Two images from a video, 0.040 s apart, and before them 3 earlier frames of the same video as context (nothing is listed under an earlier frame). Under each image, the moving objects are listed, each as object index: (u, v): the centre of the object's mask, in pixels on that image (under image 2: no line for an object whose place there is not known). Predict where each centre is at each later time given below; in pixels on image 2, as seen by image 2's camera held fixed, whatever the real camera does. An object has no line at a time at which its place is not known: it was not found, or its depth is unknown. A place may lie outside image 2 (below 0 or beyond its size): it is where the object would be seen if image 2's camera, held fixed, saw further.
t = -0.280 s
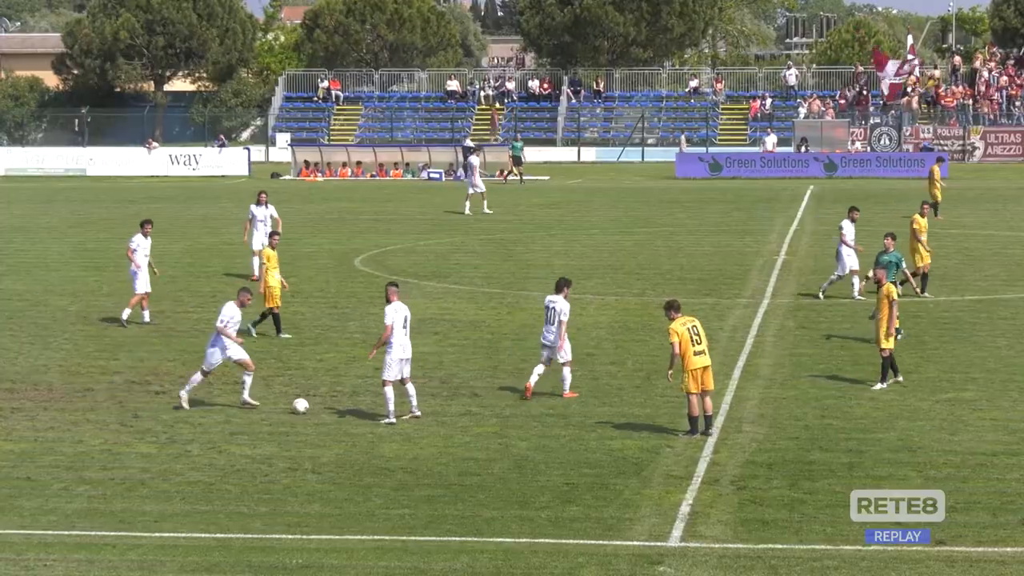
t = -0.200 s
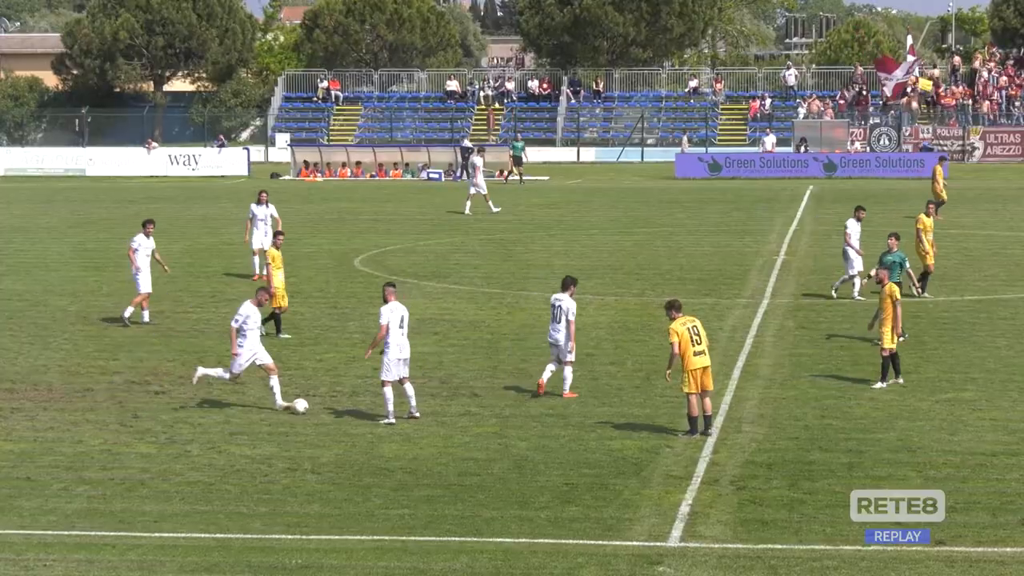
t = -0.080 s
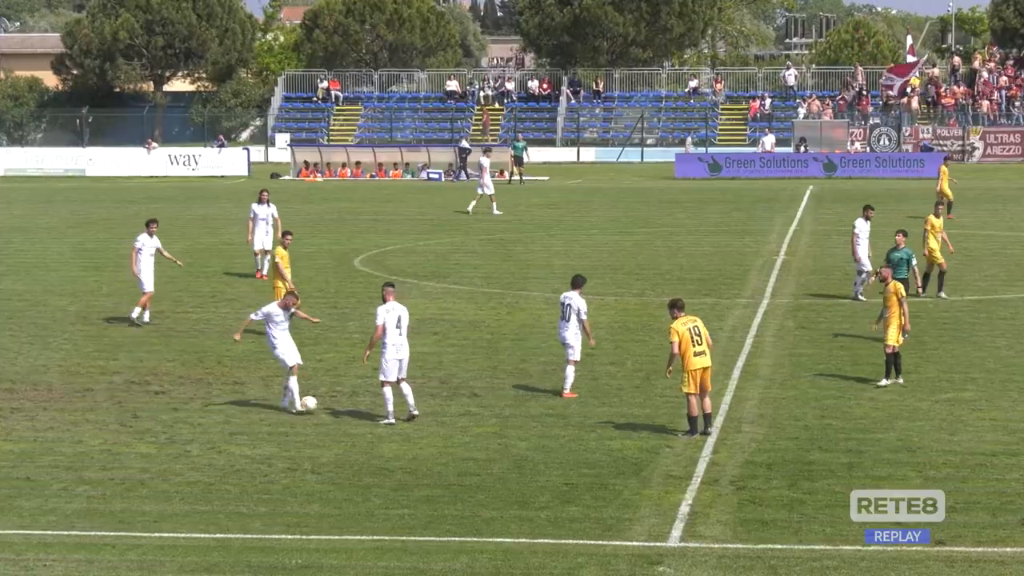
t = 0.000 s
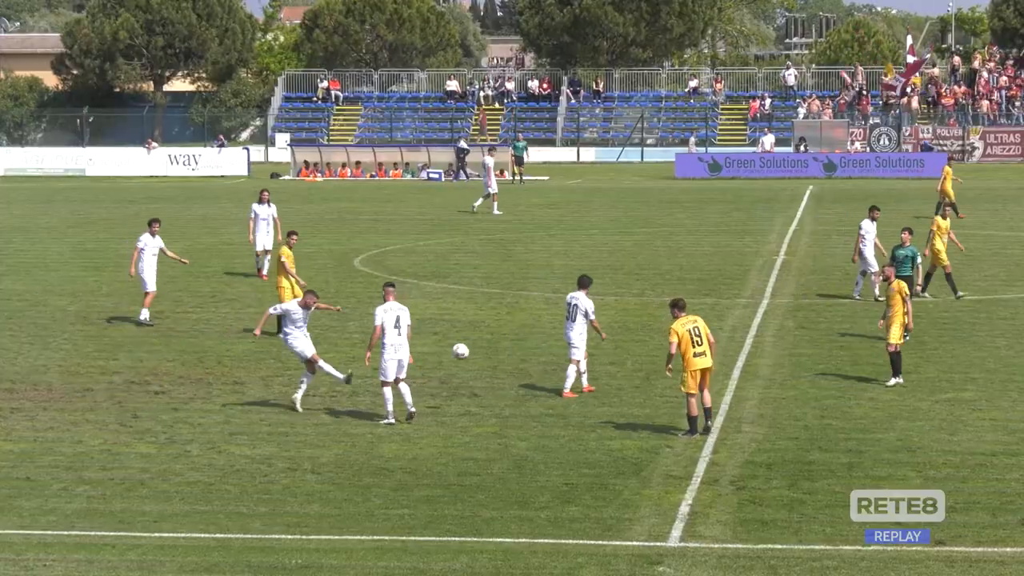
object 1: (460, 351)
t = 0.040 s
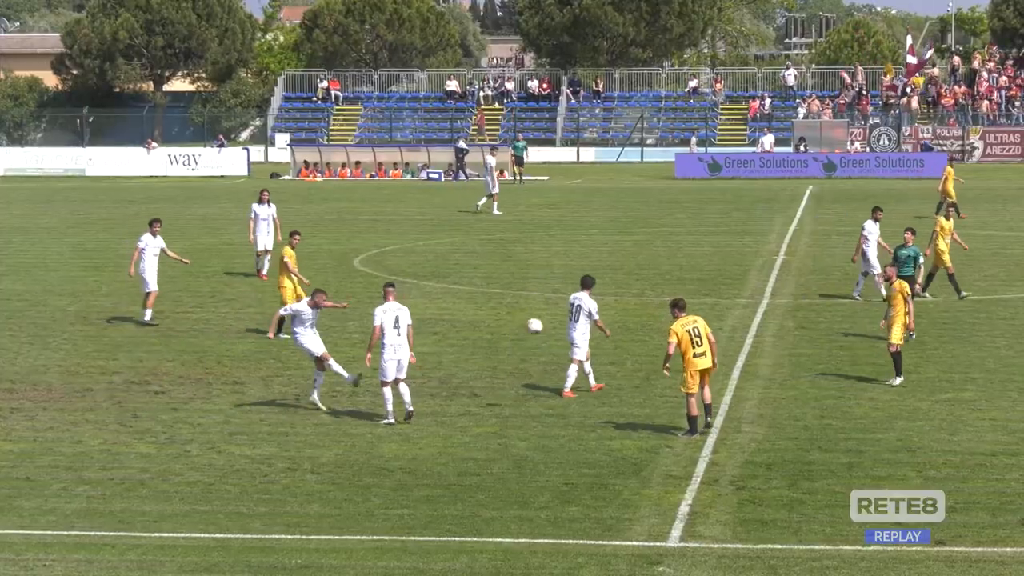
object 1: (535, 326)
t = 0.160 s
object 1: (747, 255)
